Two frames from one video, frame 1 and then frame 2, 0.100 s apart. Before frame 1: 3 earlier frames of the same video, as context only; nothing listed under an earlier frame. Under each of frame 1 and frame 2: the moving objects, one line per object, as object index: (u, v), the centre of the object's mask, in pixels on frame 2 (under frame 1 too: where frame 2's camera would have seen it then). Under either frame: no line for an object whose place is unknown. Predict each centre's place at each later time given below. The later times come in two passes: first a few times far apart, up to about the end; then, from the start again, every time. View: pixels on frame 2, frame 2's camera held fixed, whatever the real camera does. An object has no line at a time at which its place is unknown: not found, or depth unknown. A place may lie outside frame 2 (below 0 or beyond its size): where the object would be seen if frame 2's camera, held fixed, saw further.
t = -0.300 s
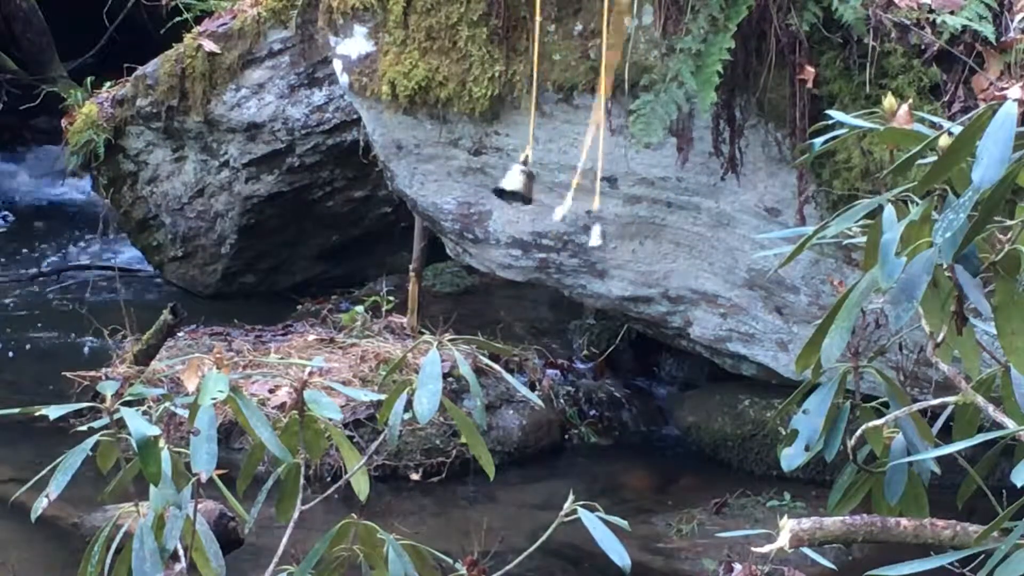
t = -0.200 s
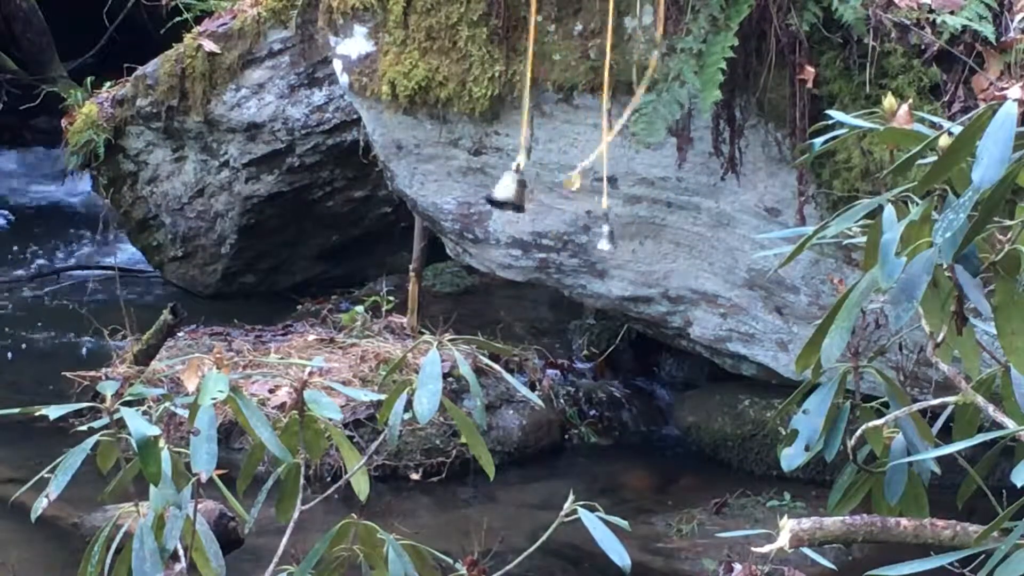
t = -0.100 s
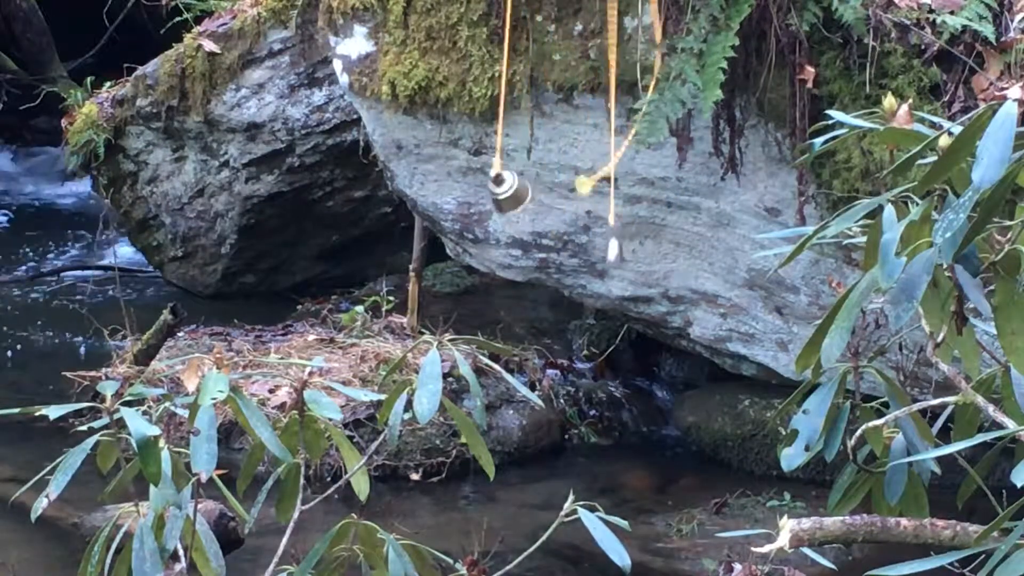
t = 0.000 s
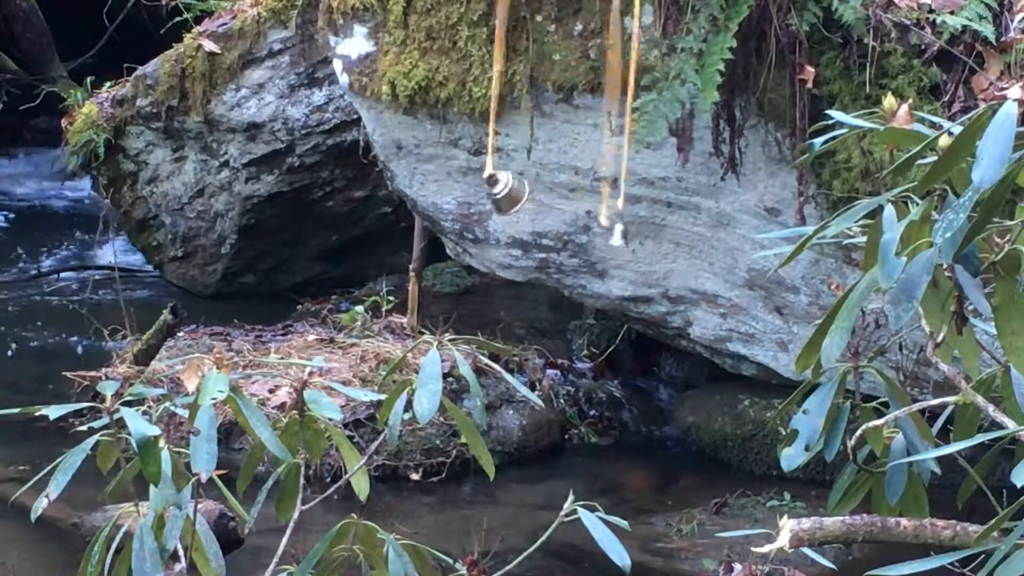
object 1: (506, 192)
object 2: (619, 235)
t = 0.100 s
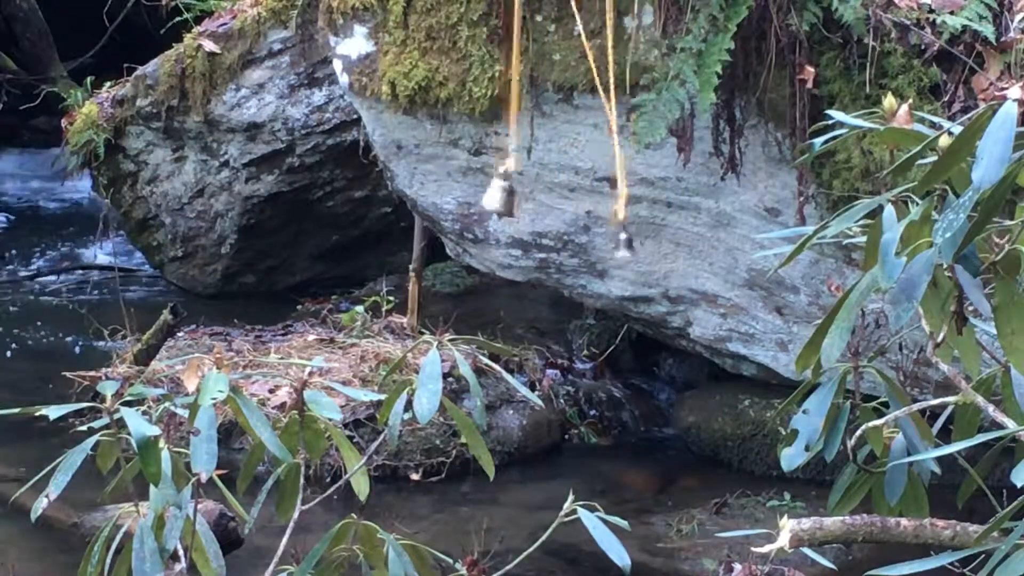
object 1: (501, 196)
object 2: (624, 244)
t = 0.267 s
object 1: (504, 202)
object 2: (622, 219)
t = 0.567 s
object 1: (523, 192)
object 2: (609, 229)
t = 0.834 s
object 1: (547, 190)
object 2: (587, 232)
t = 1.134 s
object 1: (554, 195)
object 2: (571, 216)
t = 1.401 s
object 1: (546, 185)
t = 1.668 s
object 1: (537, 176)
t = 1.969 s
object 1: (520, 179)
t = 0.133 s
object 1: (500, 190)
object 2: (624, 242)
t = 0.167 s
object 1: (499, 189)
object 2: (623, 231)
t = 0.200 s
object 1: (500, 192)
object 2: (631, 220)
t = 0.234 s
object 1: (501, 198)
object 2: (624, 219)
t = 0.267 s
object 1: (504, 202)
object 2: (622, 219)
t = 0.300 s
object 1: (508, 202)
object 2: (620, 224)
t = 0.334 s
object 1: (511, 196)
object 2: (619, 231)
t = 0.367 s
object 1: (513, 192)
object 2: (622, 234)
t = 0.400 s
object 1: (515, 191)
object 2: (621, 231)
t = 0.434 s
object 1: (518, 194)
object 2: (619, 221)
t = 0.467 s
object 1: (520, 200)
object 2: (616, 219)
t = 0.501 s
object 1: (518, 200)
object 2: (613, 218)
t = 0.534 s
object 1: (521, 198)
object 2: (610, 222)
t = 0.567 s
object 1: (523, 192)
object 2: (609, 229)
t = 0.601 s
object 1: (526, 189)
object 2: (608, 229)
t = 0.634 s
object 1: (528, 190)
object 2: (608, 227)
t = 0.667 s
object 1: (531, 194)
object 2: (606, 222)
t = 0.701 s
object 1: (537, 198)
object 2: (601, 219)
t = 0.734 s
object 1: (538, 195)
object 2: (598, 220)
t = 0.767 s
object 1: (542, 196)
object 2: (594, 226)
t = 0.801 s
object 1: (545, 191)
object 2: (590, 228)
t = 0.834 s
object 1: (547, 190)
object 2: (587, 232)
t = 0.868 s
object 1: (548, 193)
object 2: (585, 225)
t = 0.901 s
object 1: (550, 194)
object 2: (580, 221)
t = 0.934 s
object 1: (550, 190)
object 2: (577, 220)
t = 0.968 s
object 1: (552, 187)
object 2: (575, 225)
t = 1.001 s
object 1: (551, 186)
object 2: (573, 228)
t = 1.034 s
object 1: (551, 185)
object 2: (573, 220)
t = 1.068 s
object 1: (553, 184)
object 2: (572, 216)
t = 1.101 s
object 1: (553, 193)
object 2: (572, 215)
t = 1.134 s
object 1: (554, 195)
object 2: (571, 216)
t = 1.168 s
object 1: (554, 189)
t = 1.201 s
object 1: (553, 180)
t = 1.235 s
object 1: (553, 176)
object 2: (566, 241)
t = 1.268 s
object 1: (557, 177)
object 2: (567, 245)
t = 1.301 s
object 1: (556, 180)
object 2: (565, 252)
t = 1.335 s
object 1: (553, 182)
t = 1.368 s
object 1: (550, 187)
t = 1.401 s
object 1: (546, 185)
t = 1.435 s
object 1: (548, 176)
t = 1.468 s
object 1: (543, 176)
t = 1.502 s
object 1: (541, 178)
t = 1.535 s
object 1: (541, 179)
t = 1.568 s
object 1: (539, 179)
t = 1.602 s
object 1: (541, 178)
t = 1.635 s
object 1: (539, 179)
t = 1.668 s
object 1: (537, 176)
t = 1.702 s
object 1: (534, 177)
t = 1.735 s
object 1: (534, 177)
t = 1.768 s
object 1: (529, 179)
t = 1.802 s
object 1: (524, 177)
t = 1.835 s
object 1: (520, 175)
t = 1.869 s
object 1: (523, 173)
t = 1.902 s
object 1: (520, 174)
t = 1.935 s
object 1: (520, 176)
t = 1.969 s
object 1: (520, 179)
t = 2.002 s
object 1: (522, 176)
